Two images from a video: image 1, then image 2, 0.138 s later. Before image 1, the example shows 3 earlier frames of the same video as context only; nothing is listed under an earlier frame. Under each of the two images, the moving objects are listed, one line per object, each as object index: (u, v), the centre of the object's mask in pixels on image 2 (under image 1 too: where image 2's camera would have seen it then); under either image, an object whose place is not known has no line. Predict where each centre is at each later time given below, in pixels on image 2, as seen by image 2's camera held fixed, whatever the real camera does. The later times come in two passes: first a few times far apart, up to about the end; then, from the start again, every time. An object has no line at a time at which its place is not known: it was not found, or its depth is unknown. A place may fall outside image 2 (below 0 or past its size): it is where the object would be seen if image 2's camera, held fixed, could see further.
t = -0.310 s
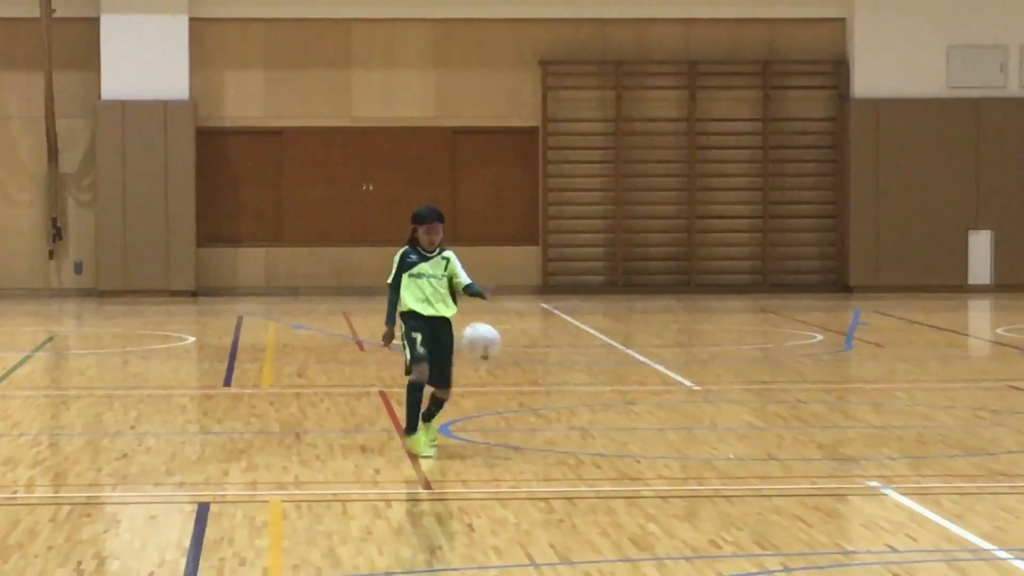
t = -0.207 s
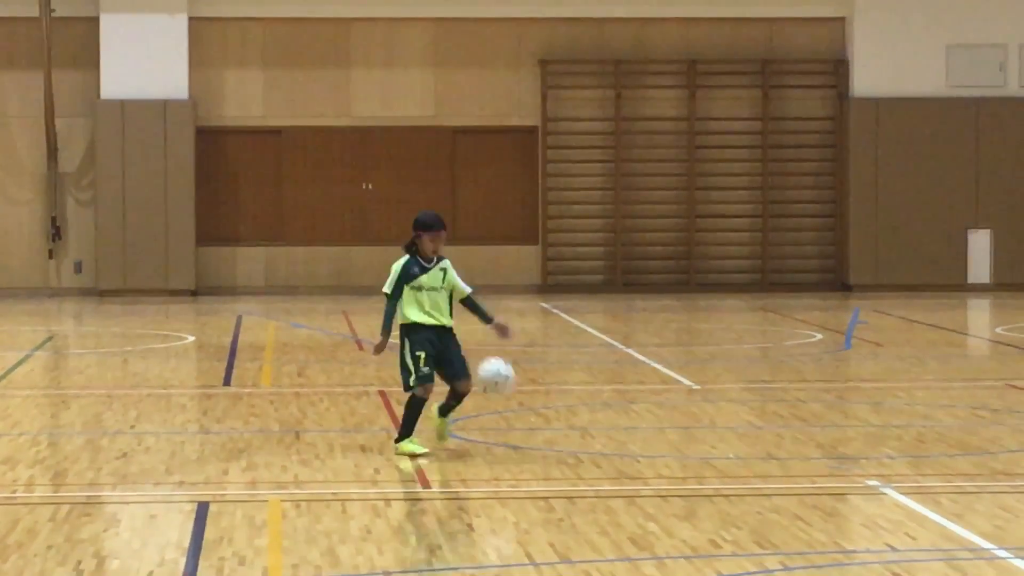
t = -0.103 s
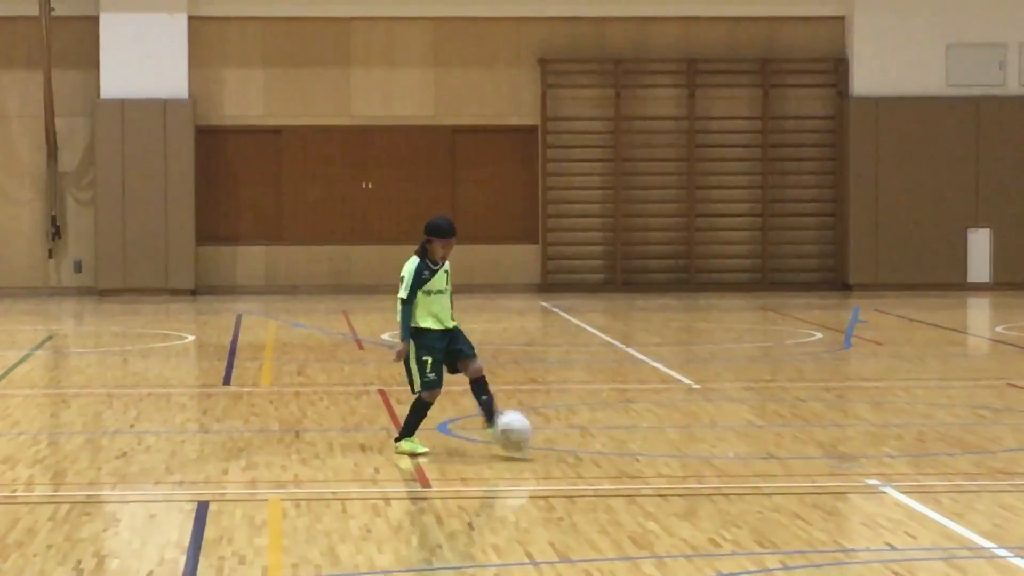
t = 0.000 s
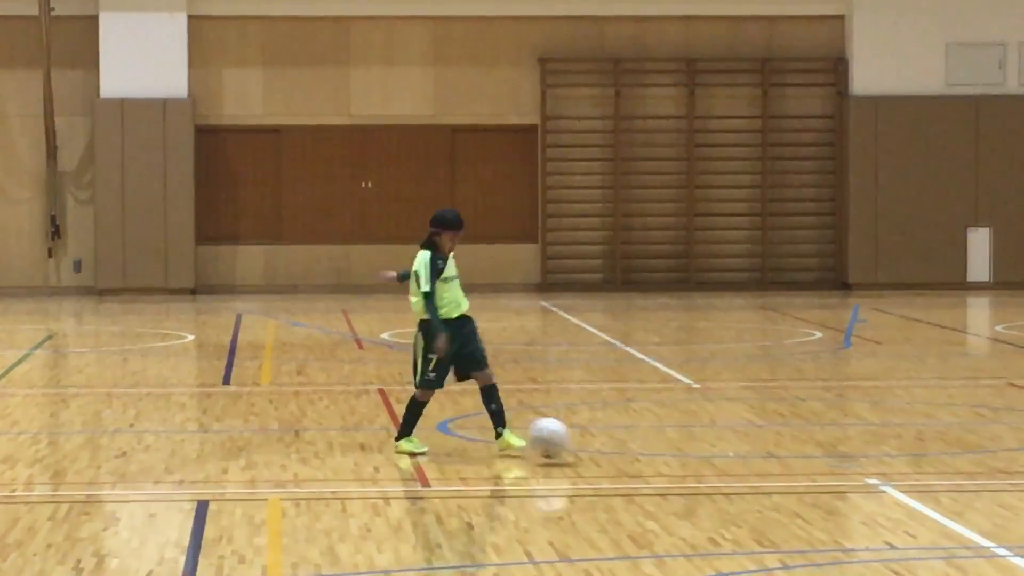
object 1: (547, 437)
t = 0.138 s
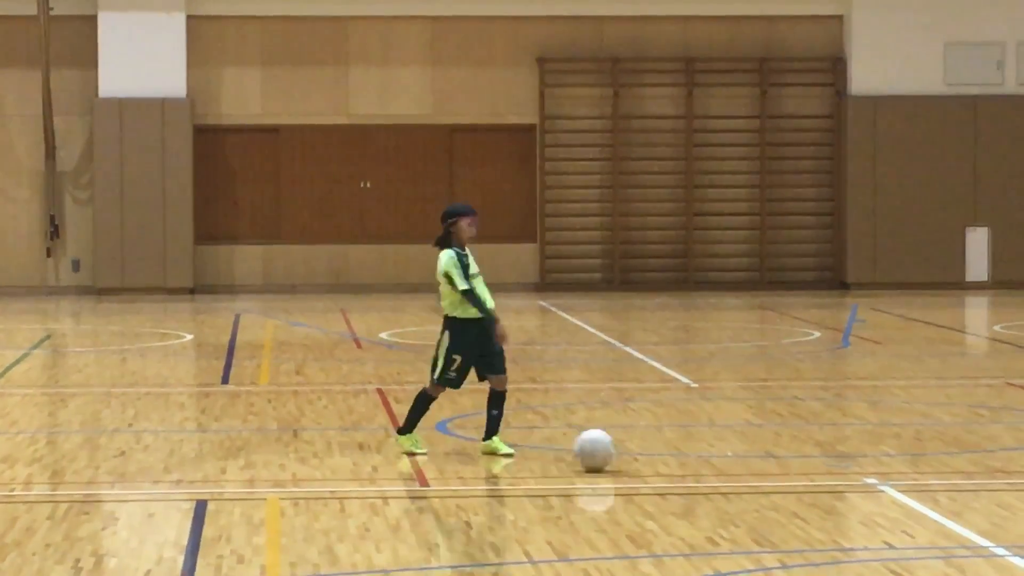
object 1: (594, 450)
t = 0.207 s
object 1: (614, 454)
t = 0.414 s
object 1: (676, 460)
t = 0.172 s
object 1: (604, 451)
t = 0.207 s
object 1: (614, 454)
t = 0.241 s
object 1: (626, 454)
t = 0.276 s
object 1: (635, 455)
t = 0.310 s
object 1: (644, 457)
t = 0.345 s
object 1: (654, 458)
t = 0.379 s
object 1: (665, 460)
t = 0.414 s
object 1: (676, 460)
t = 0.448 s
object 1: (686, 461)
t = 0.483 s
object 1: (696, 463)
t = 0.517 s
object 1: (709, 464)
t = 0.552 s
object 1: (720, 465)
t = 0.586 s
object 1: (731, 466)
